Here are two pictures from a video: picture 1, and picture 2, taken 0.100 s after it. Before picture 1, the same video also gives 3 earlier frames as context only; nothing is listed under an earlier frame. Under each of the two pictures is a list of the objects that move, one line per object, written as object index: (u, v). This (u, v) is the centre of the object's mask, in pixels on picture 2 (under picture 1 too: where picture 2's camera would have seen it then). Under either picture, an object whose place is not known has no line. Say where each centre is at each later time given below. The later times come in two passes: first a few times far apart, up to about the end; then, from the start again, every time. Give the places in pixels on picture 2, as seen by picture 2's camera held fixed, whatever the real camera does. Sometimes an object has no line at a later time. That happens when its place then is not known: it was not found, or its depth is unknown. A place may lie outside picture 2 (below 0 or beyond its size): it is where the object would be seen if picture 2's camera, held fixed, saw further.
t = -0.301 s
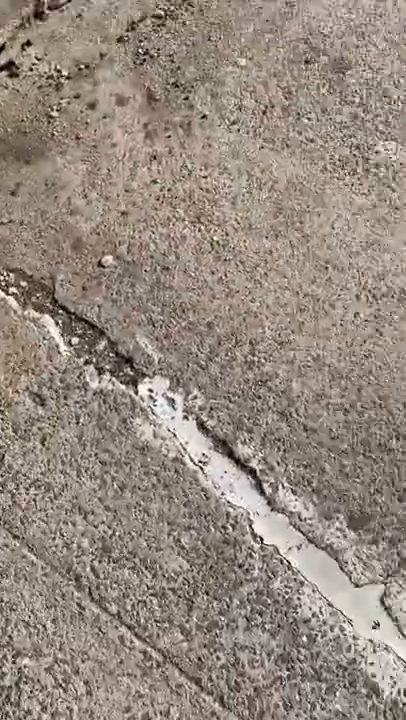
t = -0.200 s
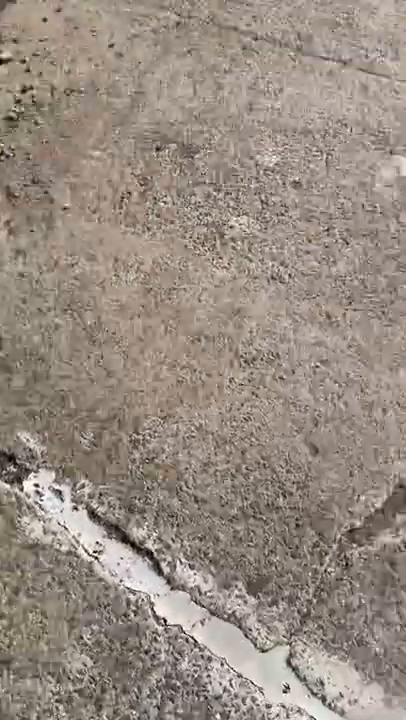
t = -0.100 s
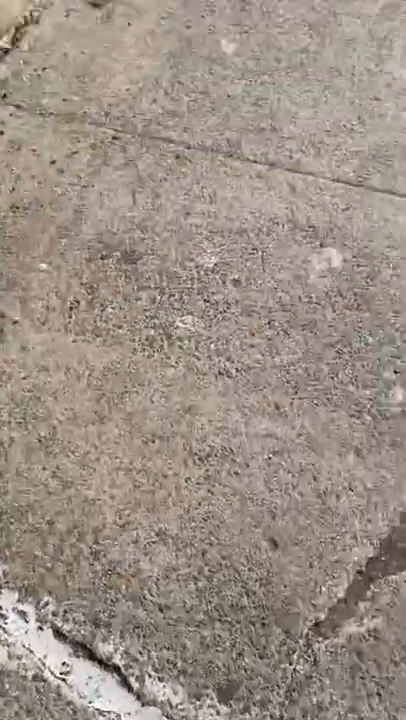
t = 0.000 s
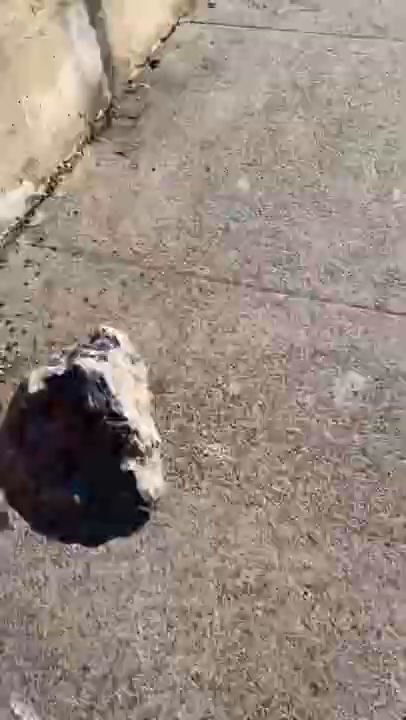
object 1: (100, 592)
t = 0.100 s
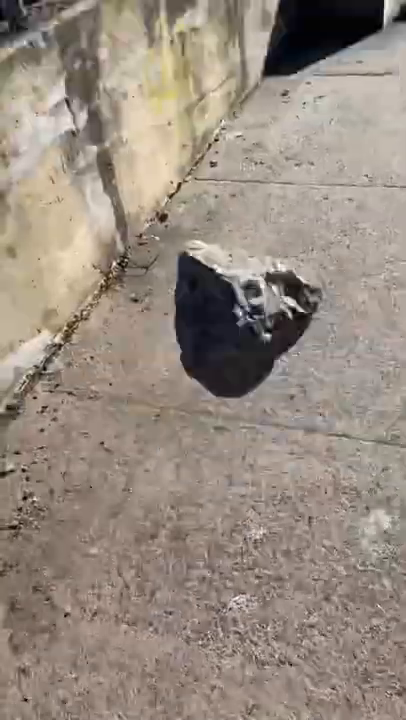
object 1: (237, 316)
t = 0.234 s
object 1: (333, 181)
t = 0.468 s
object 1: (394, 247)
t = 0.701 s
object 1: (409, 236)
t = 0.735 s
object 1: (409, 225)
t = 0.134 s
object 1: (269, 260)
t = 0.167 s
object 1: (296, 219)
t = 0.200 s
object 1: (318, 193)
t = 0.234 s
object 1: (333, 181)
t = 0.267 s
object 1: (342, 178)
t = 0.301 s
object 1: (350, 180)
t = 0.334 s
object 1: (360, 184)
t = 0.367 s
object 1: (371, 195)
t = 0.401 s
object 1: (382, 210)
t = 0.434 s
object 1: (389, 228)
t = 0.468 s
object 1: (394, 247)
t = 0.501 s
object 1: (401, 266)
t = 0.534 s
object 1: (407, 286)
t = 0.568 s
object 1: (412, 306)
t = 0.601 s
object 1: (409, 286)
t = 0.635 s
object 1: (409, 267)
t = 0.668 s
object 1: (409, 251)
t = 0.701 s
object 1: (409, 236)
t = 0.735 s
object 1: (409, 225)
